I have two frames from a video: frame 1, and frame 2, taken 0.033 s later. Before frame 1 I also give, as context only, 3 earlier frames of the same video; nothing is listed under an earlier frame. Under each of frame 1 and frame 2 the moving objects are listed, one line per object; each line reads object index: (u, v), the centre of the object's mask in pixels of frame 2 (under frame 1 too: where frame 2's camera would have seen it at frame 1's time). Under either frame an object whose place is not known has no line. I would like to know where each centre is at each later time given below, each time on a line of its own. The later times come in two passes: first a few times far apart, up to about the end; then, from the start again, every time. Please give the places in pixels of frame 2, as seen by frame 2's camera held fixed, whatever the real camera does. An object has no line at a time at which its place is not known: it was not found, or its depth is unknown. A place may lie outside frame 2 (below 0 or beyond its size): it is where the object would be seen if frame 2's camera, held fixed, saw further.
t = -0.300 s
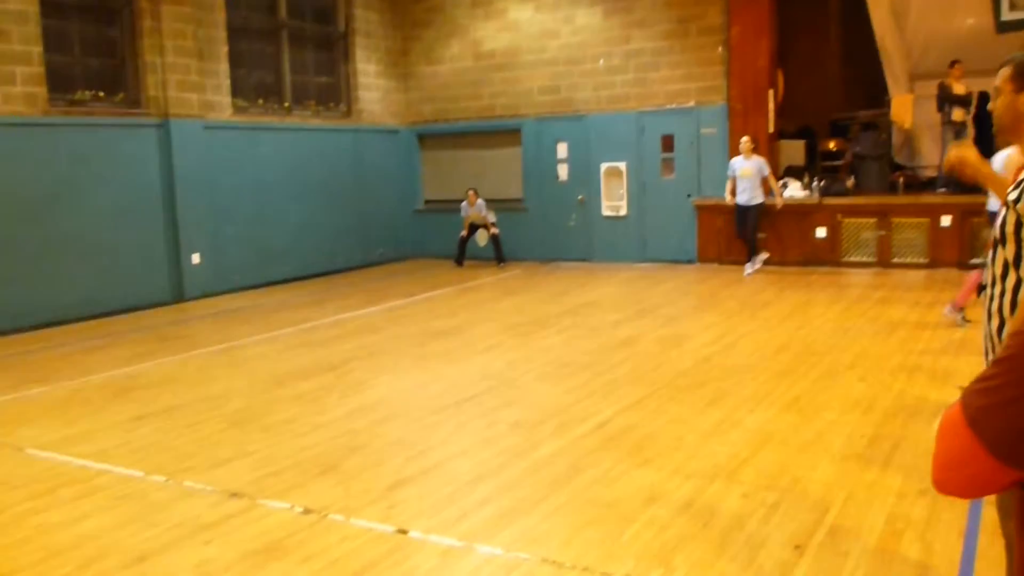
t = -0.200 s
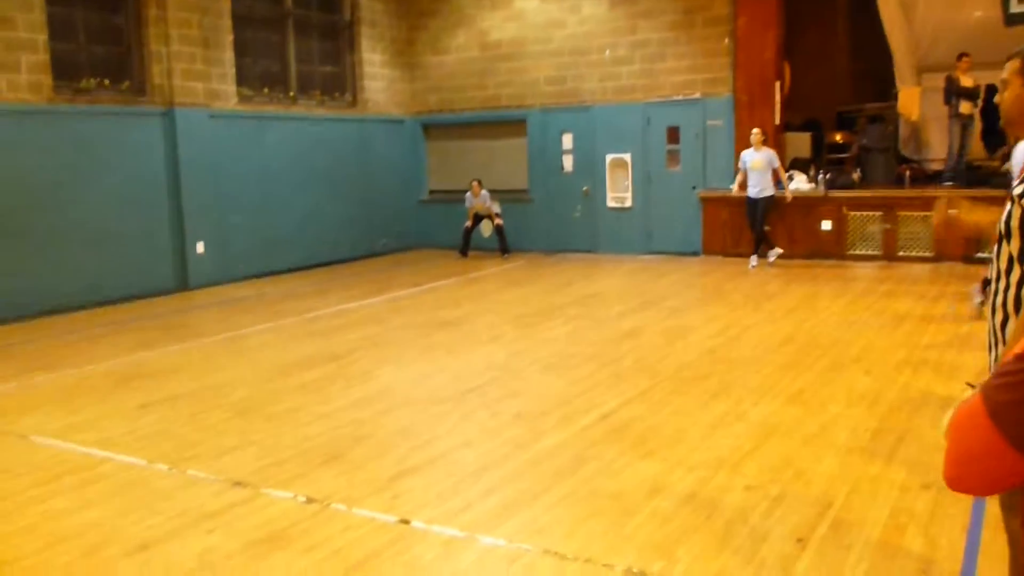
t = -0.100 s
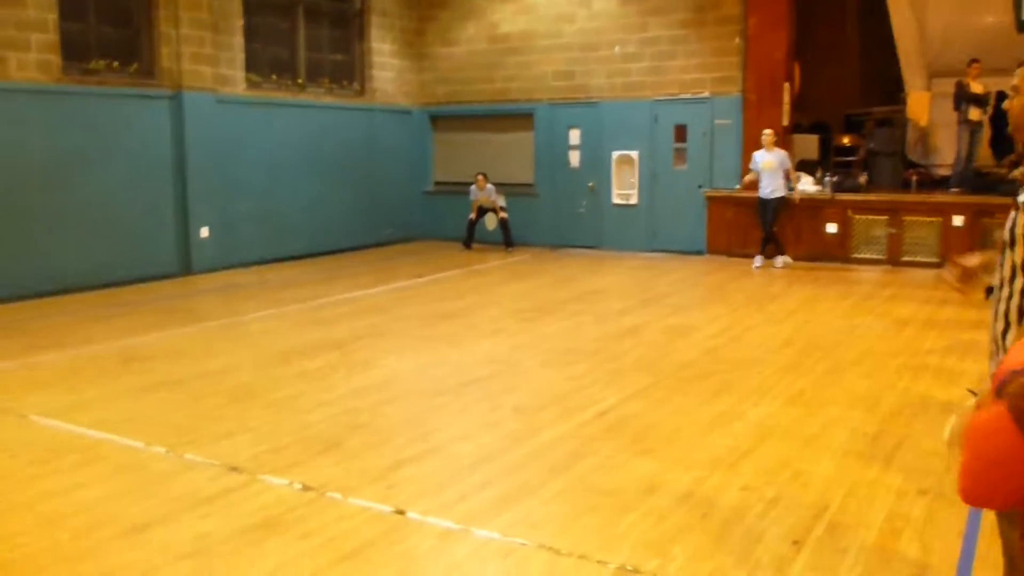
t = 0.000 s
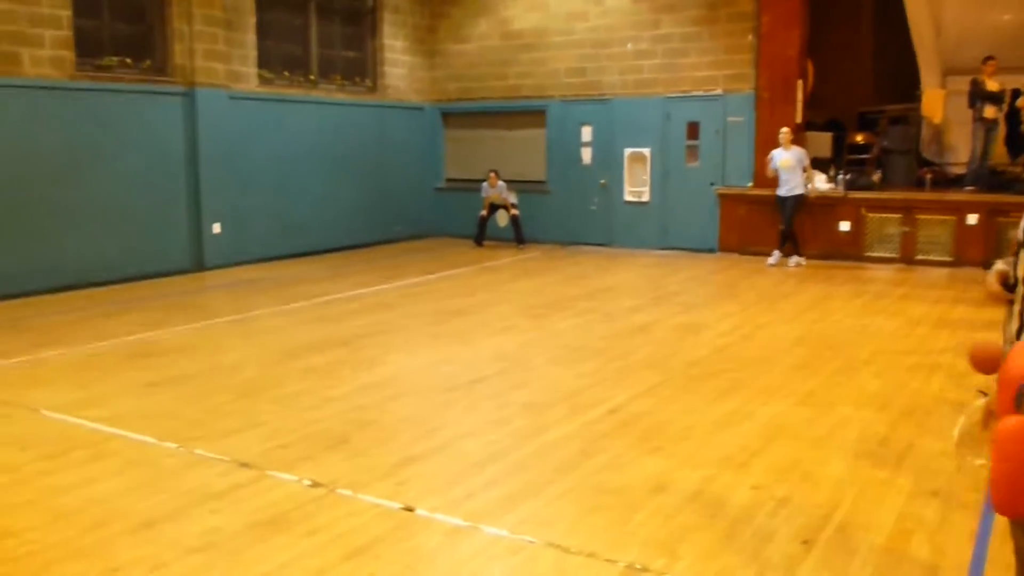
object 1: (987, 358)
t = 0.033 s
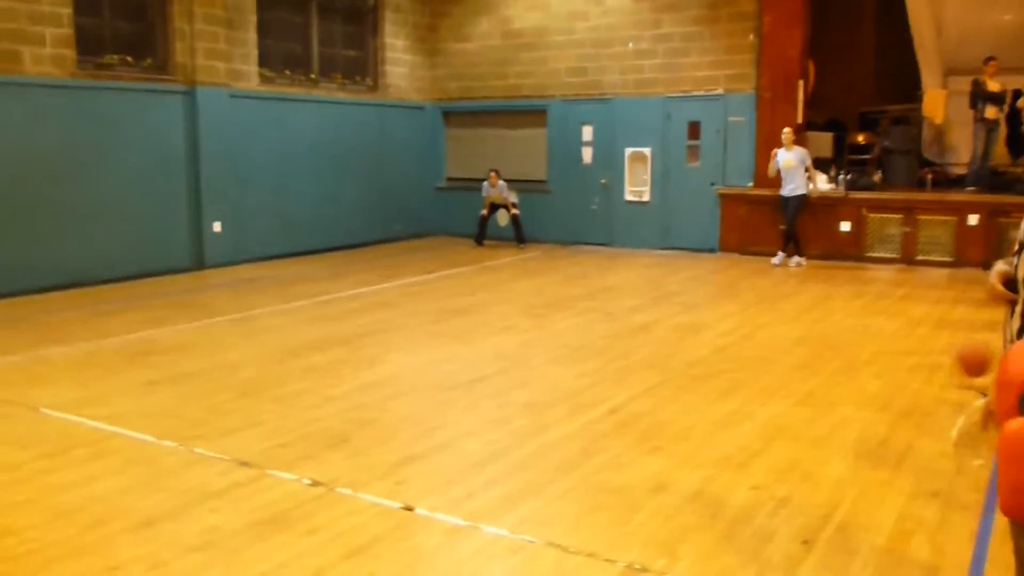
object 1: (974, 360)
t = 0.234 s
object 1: (919, 330)
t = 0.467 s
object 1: (871, 331)
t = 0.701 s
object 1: (833, 308)
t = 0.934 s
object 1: (802, 296)
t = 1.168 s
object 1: (778, 287)
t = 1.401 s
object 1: (757, 278)
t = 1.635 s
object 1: (741, 273)
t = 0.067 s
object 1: (960, 366)
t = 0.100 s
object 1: (951, 362)
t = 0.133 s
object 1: (942, 350)
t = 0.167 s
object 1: (935, 342)
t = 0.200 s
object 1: (928, 334)
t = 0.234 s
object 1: (919, 330)
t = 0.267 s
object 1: (913, 326)
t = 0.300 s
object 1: (906, 325)
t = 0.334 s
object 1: (898, 324)
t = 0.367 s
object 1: (891, 327)
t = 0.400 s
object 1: (884, 329)
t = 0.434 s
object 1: (877, 334)
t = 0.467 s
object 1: (871, 331)
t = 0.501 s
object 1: (866, 322)
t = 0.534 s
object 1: (860, 316)
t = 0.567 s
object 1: (855, 312)
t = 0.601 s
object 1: (849, 309)
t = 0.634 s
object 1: (844, 308)
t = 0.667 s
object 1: (838, 307)
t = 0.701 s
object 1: (833, 308)
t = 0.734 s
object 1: (828, 310)
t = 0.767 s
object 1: (823, 312)
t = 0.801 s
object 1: (819, 309)
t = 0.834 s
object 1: (814, 303)
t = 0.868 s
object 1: (810, 299)
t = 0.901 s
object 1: (806, 297)
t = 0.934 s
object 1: (802, 296)
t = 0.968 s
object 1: (798, 296)
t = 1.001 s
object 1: (794, 297)
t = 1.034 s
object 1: (791, 299)
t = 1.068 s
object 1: (787, 296)
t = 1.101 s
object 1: (784, 292)
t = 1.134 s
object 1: (781, 287)
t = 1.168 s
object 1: (778, 287)
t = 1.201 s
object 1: (774, 286)
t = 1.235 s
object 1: (772, 287)
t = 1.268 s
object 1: (768, 288)
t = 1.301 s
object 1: (765, 285)
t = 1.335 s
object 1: (762, 282)
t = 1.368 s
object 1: (760, 279)
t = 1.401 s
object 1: (757, 278)
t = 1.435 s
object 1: (755, 278)
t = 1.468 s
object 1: (752, 279)
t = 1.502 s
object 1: (749, 279)
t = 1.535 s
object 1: (747, 275)
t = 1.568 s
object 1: (745, 273)
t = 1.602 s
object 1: (743, 273)
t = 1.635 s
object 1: (741, 273)
